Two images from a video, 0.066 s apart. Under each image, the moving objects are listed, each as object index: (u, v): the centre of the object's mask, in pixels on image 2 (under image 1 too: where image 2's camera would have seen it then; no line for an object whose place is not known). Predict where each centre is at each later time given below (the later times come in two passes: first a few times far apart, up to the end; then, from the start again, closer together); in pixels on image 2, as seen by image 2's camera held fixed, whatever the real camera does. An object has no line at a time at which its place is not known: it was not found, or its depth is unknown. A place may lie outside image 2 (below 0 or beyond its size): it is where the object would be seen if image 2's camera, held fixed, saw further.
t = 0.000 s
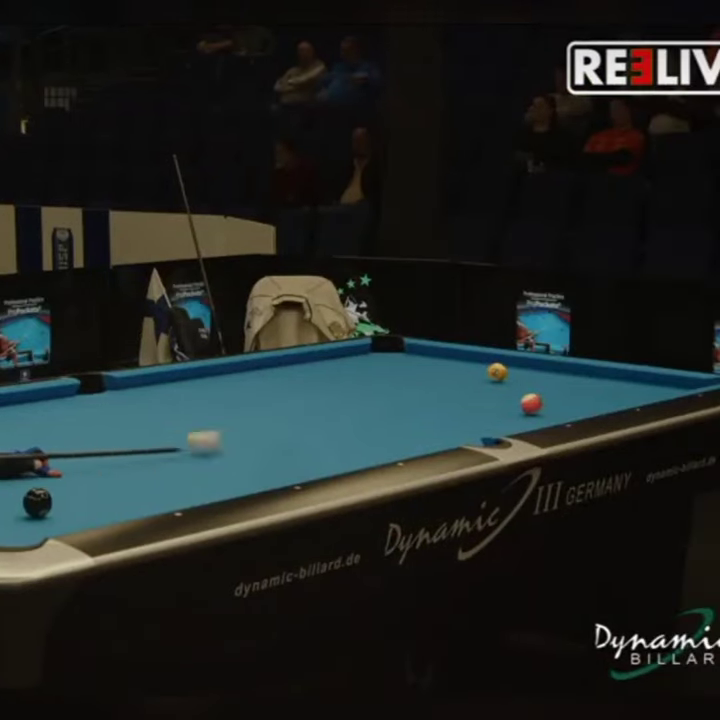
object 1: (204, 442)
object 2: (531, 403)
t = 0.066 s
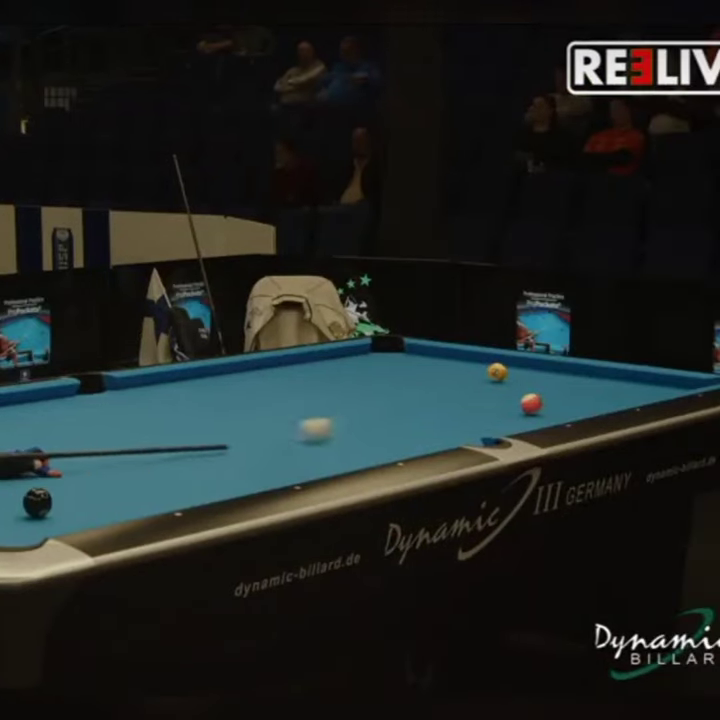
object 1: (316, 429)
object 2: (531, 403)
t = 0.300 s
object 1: (514, 405)
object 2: (610, 394)
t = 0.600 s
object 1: (513, 401)
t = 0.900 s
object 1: (513, 398)
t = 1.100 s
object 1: (513, 397)
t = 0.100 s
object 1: (357, 424)
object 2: (531, 403)
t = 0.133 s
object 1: (414, 418)
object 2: (531, 403)
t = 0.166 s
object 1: (448, 413)
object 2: (531, 403)
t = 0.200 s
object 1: (480, 409)
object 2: (531, 403)
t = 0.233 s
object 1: (514, 405)
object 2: (542, 402)
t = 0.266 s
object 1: (514, 405)
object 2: (570, 398)
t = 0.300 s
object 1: (514, 405)
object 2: (610, 394)
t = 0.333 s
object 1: (514, 405)
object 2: (623, 391)
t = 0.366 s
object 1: (514, 404)
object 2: (657, 388)
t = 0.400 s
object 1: (513, 404)
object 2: (680, 385)
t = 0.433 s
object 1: (514, 403)
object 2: (698, 383)
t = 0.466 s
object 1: (513, 403)
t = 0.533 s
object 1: (513, 402)
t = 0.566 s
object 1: (513, 402)
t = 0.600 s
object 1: (513, 401)
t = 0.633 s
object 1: (513, 401)
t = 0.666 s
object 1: (513, 401)
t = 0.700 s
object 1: (513, 400)
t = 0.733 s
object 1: (513, 400)
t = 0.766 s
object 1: (513, 400)
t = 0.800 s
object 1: (513, 399)
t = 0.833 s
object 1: (513, 399)
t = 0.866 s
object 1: (513, 399)
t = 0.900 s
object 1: (513, 398)
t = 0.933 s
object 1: (513, 398)
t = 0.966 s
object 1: (513, 398)
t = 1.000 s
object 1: (513, 398)
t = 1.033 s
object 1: (513, 397)
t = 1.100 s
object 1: (513, 397)
